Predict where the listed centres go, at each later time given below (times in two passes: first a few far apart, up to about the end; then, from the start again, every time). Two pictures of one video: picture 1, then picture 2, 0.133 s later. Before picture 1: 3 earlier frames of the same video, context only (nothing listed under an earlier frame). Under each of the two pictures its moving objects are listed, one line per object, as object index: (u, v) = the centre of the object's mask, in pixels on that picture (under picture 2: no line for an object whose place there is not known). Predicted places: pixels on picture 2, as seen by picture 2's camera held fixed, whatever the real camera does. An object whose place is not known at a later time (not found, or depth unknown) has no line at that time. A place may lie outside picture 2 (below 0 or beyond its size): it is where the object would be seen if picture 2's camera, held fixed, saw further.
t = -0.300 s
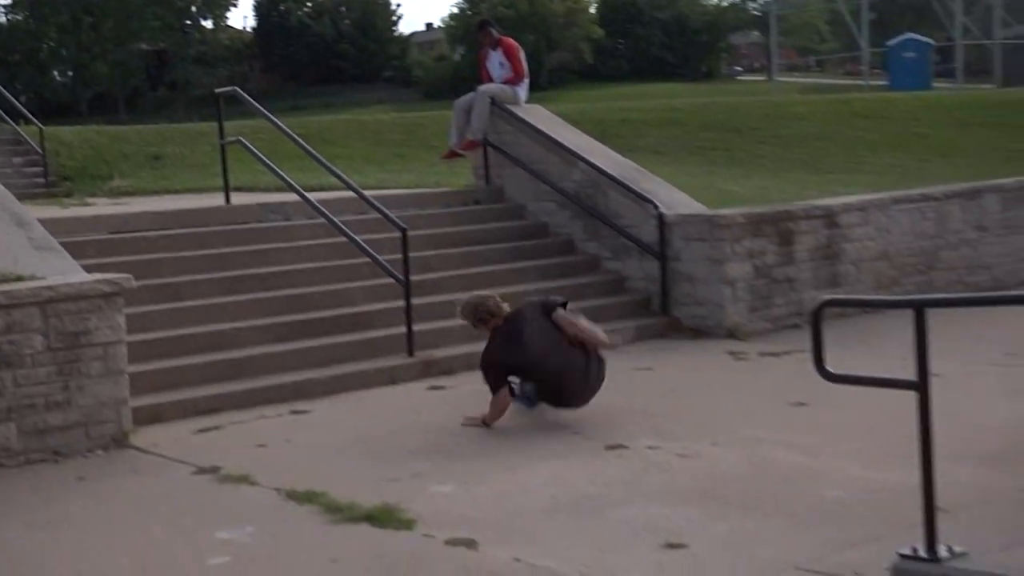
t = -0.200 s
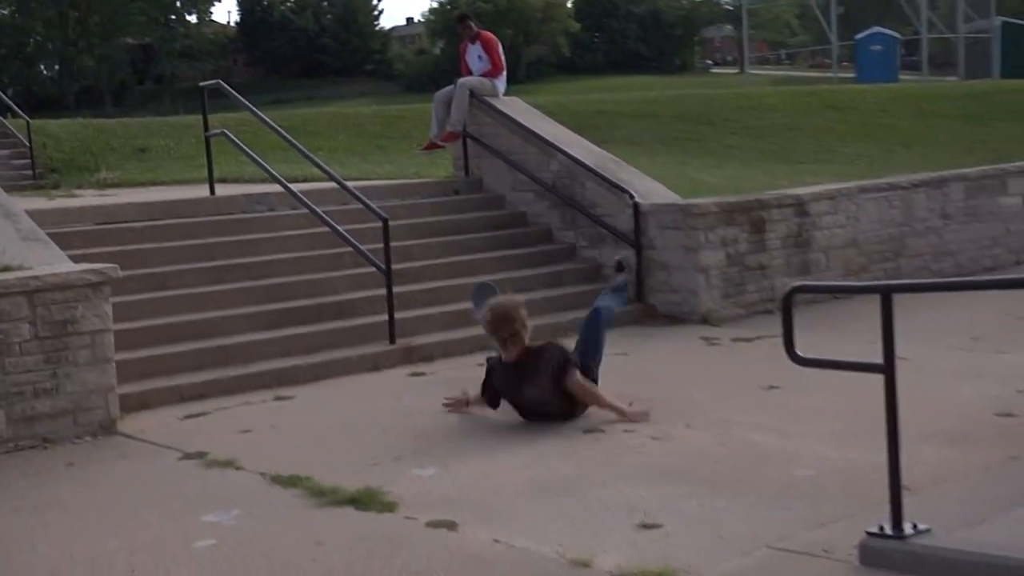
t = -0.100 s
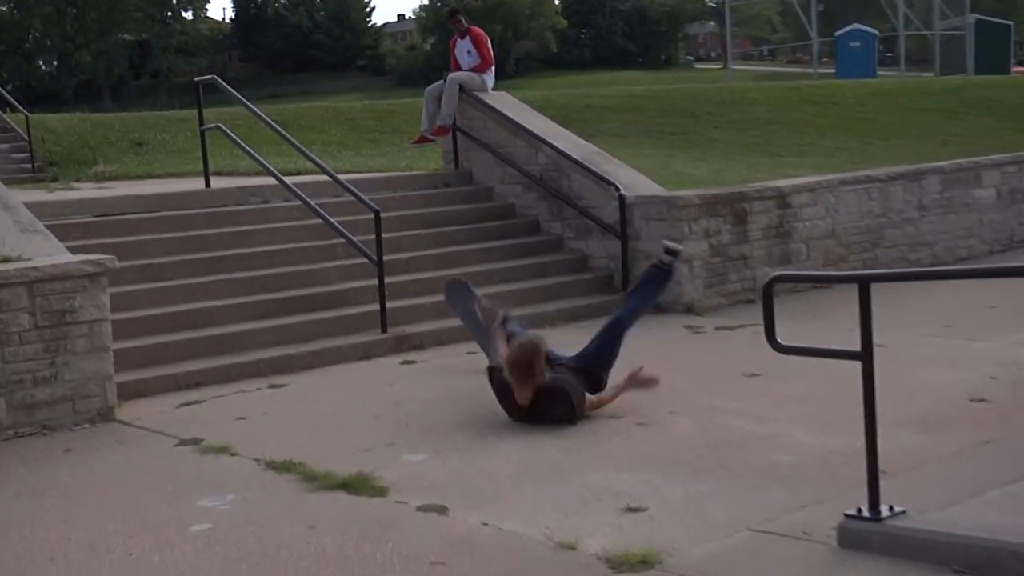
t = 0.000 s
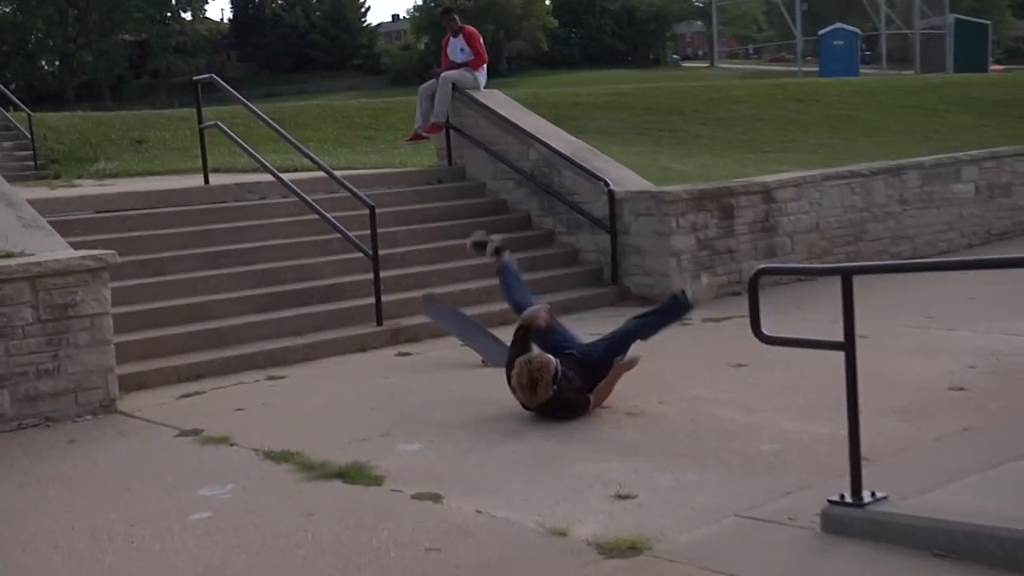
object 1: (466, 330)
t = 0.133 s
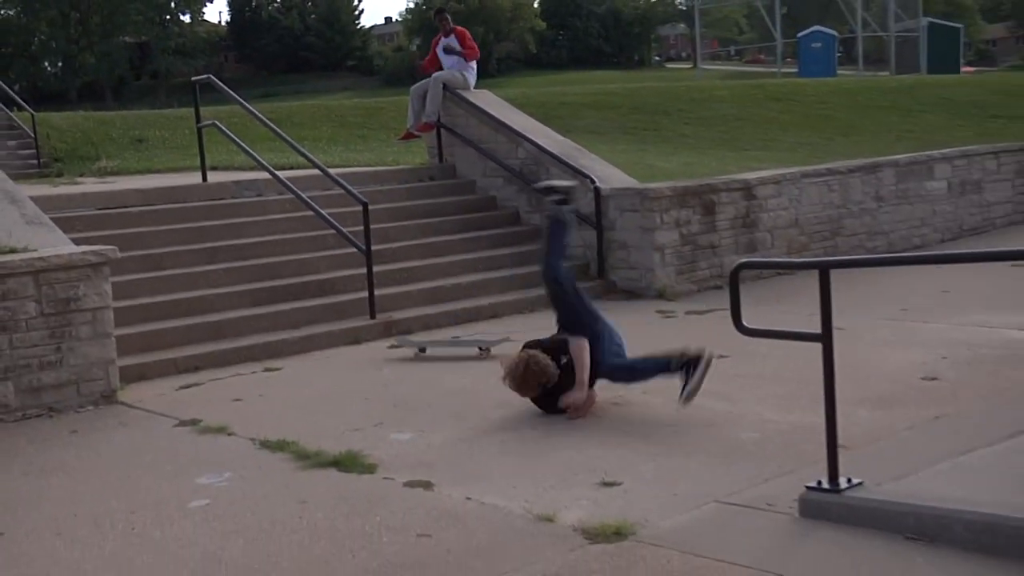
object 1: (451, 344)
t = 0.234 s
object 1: (449, 341)
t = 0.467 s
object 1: (440, 345)
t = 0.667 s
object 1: (437, 346)
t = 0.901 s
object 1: (436, 346)
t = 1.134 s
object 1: (436, 347)
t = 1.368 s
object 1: (439, 347)
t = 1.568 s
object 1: (439, 349)
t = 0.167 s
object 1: (449, 341)
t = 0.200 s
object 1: (448, 340)
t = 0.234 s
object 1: (449, 341)
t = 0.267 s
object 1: (445, 341)
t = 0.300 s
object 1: (444, 342)
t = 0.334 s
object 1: (442, 344)
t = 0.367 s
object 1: (441, 345)
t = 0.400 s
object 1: (440, 345)
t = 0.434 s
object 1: (441, 345)
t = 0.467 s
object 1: (440, 345)
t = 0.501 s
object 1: (439, 345)
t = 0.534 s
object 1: (439, 346)
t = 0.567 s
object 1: (438, 346)
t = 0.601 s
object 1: (437, 345)
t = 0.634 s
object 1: (437, 346)
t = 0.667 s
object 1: (437, 346)
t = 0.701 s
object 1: (436, 346)
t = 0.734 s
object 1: (437, 346)
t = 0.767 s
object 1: (436, 346)
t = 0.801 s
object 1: (436, 346)
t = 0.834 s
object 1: (436, 346)
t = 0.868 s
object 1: (436, 346)
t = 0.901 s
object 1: (436, 346)
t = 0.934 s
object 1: (436, 346)
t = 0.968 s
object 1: (436, 346)
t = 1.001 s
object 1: (436, 346)
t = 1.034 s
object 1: (435, 346)
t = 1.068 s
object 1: (436, 346)
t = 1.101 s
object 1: (436, 347)
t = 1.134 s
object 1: (436, 347)
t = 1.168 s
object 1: (436, 347)
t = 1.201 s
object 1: (436, 347)
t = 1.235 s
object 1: (437, 347)
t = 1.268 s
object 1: (437, 347)
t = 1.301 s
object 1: (437, 347)
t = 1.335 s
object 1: (438, 348)
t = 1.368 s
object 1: (439, 347)
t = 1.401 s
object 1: (438, 348)
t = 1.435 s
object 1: (439, 348)
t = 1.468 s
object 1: (439, 349)
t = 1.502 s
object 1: (439, 348)
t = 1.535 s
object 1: (439, 348)
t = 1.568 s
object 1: (439, 349)
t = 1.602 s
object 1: (439, 349)
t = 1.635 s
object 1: (440, 349)
